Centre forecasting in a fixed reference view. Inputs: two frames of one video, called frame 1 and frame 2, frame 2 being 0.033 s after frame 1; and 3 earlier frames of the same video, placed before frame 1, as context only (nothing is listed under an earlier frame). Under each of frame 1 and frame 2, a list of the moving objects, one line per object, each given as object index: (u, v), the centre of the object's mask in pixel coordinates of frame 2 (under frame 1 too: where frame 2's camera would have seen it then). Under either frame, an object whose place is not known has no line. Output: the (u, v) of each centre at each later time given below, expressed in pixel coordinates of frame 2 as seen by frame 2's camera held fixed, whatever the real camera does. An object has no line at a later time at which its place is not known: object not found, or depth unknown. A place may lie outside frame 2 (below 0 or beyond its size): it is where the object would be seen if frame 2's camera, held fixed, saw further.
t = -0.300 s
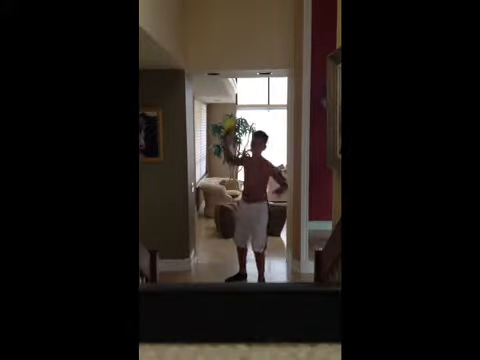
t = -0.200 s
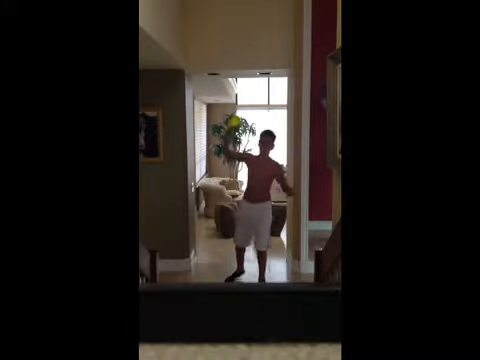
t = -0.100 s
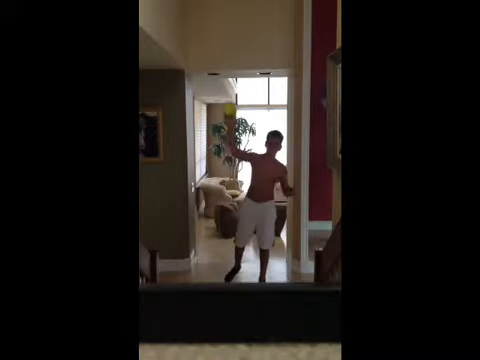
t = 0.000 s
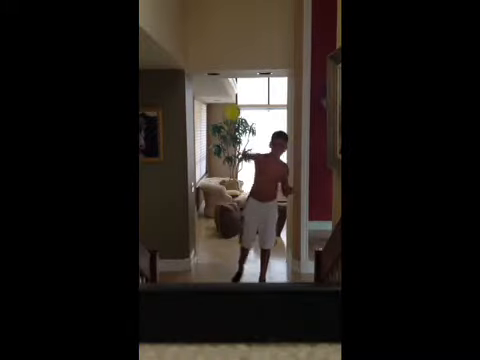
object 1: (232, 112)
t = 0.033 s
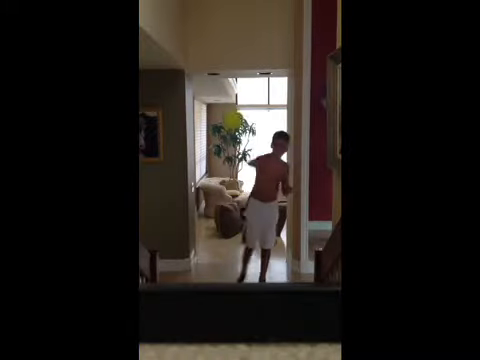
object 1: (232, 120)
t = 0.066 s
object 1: (234, 131)
